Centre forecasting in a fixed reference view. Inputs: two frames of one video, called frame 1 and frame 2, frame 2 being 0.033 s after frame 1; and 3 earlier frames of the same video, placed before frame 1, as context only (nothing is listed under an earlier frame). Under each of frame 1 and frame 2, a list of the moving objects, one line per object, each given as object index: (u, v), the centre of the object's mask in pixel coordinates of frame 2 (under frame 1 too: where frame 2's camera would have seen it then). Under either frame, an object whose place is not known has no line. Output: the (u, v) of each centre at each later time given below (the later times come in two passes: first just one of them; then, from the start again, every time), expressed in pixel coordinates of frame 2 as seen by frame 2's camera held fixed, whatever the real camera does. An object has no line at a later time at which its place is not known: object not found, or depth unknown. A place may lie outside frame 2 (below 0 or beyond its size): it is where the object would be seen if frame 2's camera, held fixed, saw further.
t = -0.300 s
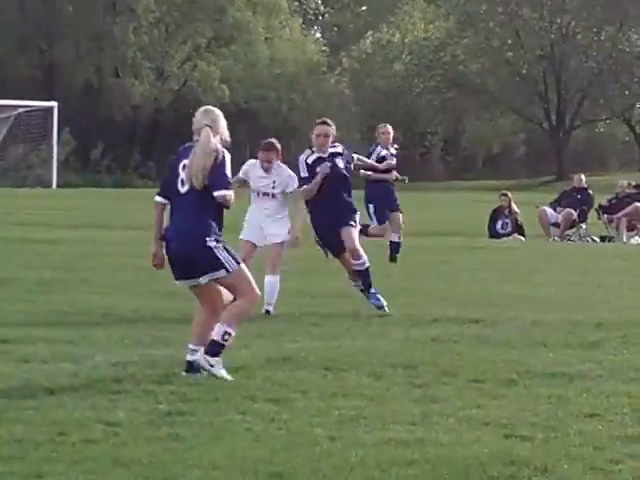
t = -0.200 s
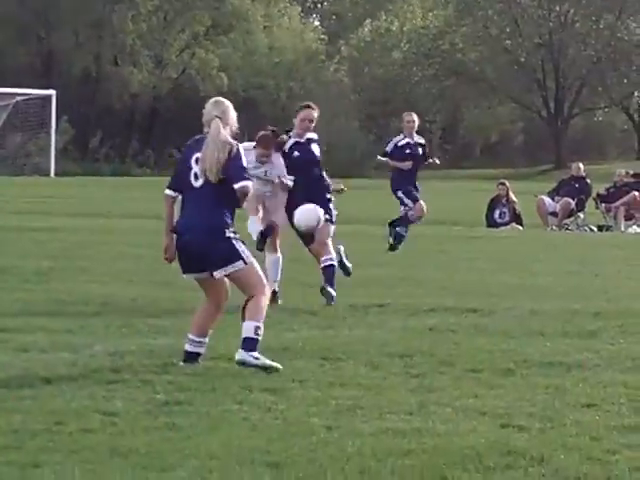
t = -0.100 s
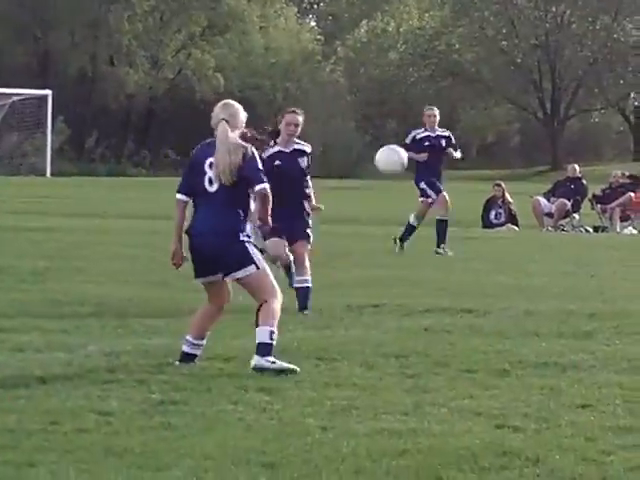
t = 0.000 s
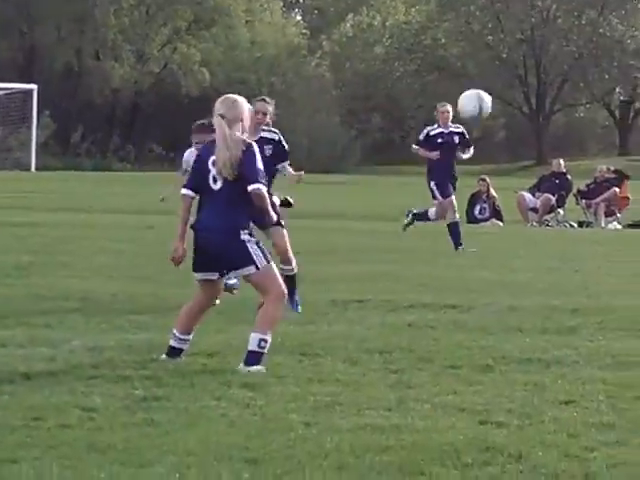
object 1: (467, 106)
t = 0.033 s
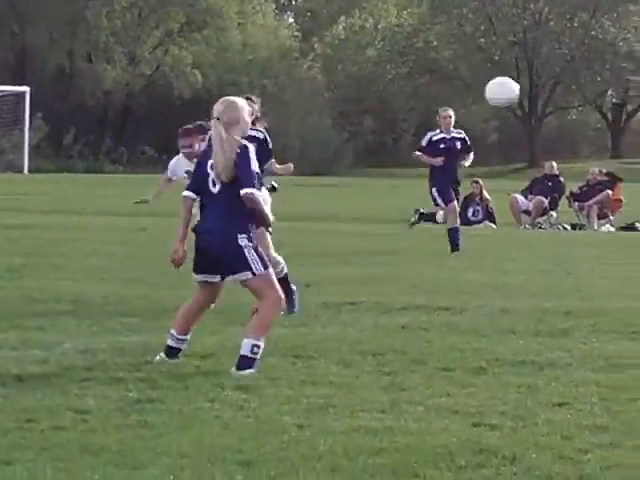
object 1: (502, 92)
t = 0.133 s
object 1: (619, 54)
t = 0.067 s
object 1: (540, 79)
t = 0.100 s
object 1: (580, 66)
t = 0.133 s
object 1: (619, 54)
